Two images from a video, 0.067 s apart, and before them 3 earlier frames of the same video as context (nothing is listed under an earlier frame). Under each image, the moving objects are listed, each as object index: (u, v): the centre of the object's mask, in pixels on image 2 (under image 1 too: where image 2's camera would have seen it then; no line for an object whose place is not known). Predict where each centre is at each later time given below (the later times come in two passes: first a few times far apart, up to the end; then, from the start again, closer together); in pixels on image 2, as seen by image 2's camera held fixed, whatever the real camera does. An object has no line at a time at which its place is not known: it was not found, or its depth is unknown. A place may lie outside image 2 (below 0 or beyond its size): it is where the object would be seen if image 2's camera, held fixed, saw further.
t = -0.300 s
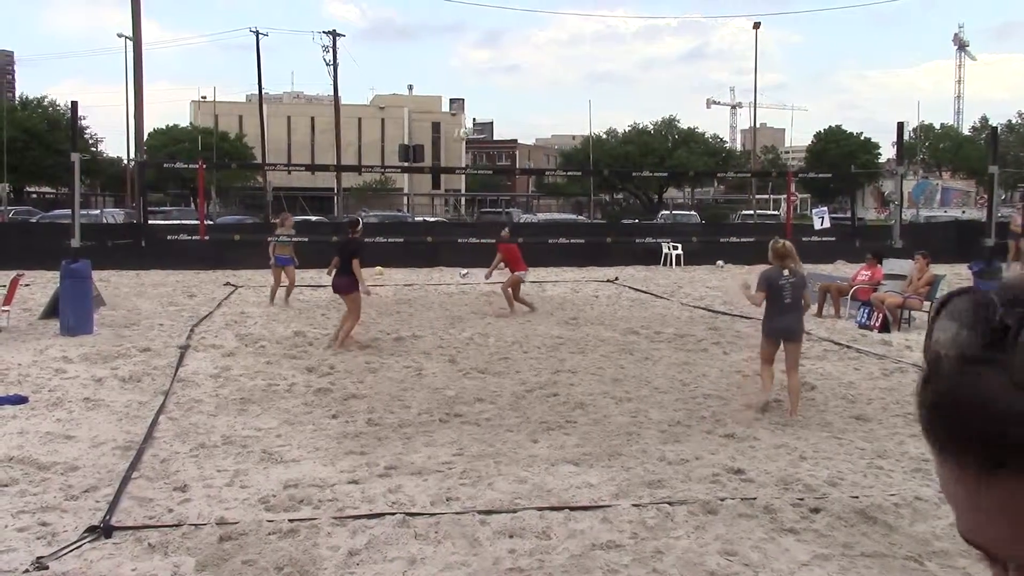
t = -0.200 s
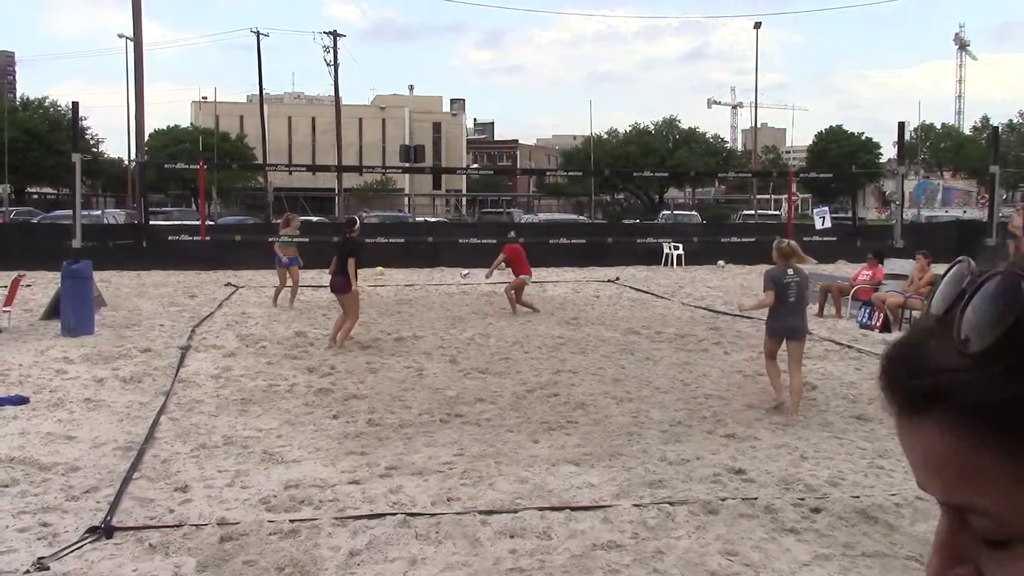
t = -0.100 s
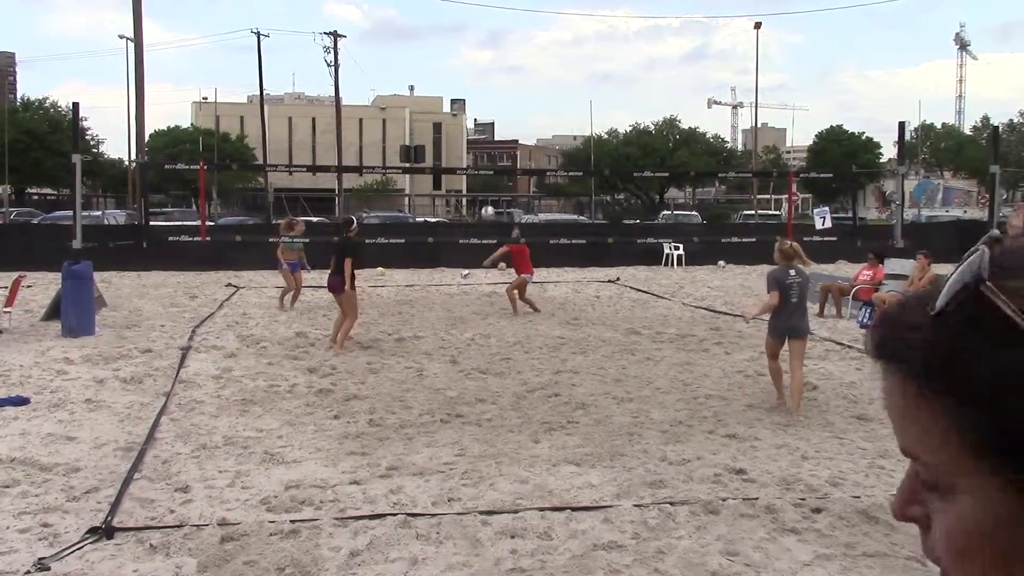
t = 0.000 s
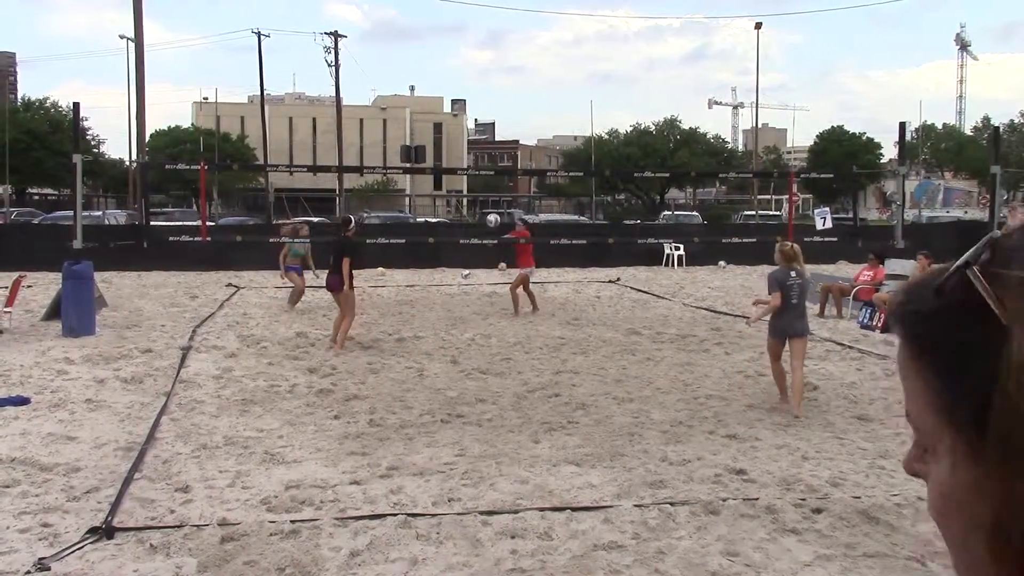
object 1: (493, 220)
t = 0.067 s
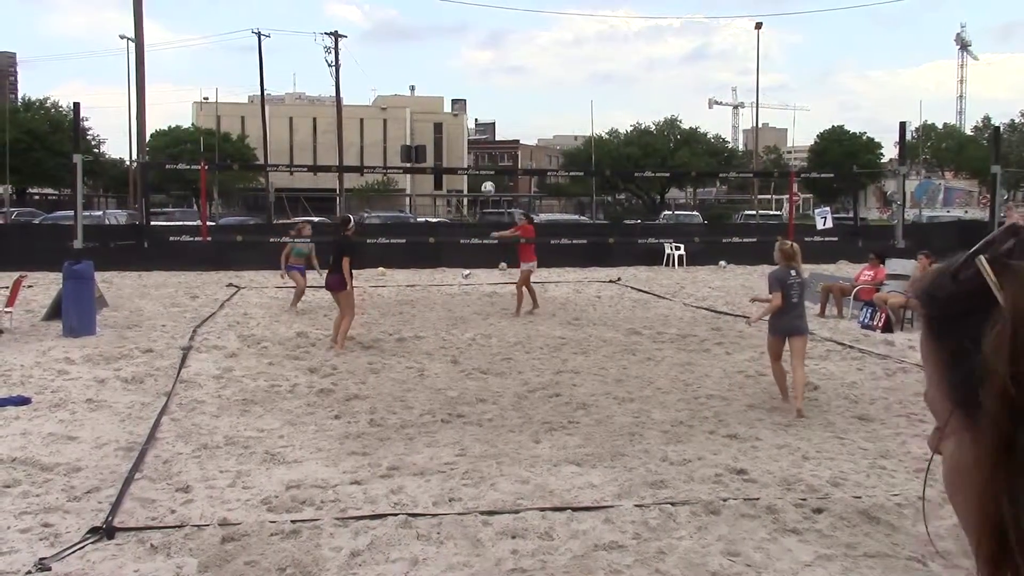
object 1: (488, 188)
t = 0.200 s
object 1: (477, 132)
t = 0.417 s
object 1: (461, 62)
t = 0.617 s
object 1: (447, 22)
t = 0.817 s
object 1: (435, 9)
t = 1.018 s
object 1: (426, 24)
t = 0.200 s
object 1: (477, 132)
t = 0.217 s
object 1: (476, 125)
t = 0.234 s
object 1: (475, 119)
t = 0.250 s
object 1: (473, 114)
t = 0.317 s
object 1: (468, 91)
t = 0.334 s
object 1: (467, 86)
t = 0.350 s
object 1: (465, 80)
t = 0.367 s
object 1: (464, 76)
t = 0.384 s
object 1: (463, 71)
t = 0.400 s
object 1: (462, 66)
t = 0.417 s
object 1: (461, 62)
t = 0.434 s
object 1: (459, 58)
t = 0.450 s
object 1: (458, 54)
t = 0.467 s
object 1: (457, 50)
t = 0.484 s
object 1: (456, 46)
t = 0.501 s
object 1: (455, 42)
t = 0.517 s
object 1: (454, 40)
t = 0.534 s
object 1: (453, 36)
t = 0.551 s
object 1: (452, 33)
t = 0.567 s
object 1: (450, 30)
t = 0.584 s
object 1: (449, 27)
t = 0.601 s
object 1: (448, 24)
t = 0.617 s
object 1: (447, 22)
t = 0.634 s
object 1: (447, 20)
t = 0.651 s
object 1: (445, 18)
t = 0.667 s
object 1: (444, 16)
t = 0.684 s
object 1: (443, 15)
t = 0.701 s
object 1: (442, 13)
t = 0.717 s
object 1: (441, 12)
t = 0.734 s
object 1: (440, 11)
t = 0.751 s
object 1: (439, 10)
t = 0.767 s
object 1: (438, 9)
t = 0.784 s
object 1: (437, 9)
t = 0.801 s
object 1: (436, 9)
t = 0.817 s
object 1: (435, 9)
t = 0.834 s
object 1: (434, 9)
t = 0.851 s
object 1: (433, 9)
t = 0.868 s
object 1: (433, 10)
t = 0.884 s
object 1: (432, 11)
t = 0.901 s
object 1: (431, 11)
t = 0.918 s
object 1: (430, 13)
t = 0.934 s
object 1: (430, 14)
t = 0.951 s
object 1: (429, 16)
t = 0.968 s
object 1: (428, 17)
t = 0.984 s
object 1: (427, 19)
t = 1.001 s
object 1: (426, 21)
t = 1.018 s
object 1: (426, 24)
